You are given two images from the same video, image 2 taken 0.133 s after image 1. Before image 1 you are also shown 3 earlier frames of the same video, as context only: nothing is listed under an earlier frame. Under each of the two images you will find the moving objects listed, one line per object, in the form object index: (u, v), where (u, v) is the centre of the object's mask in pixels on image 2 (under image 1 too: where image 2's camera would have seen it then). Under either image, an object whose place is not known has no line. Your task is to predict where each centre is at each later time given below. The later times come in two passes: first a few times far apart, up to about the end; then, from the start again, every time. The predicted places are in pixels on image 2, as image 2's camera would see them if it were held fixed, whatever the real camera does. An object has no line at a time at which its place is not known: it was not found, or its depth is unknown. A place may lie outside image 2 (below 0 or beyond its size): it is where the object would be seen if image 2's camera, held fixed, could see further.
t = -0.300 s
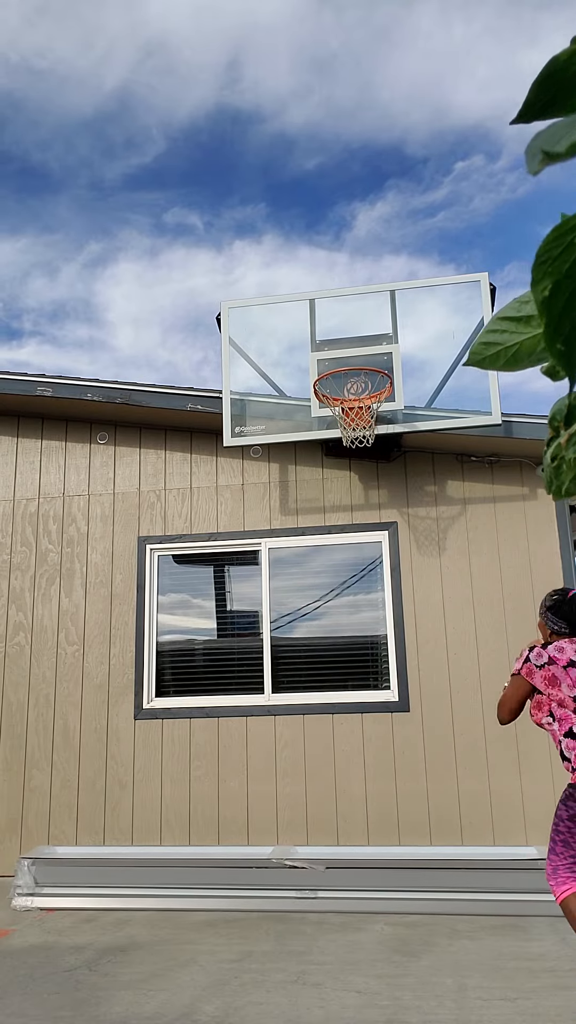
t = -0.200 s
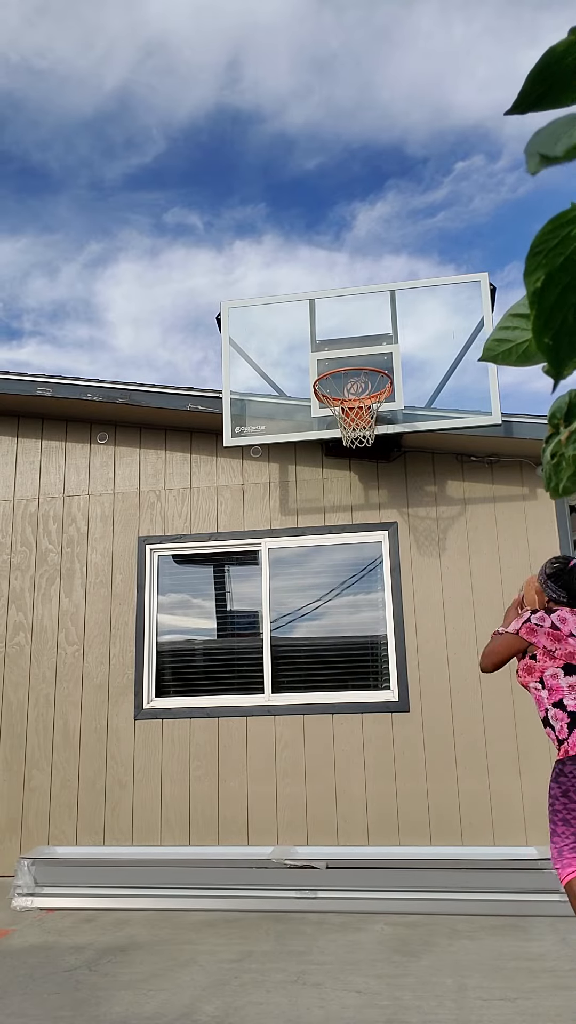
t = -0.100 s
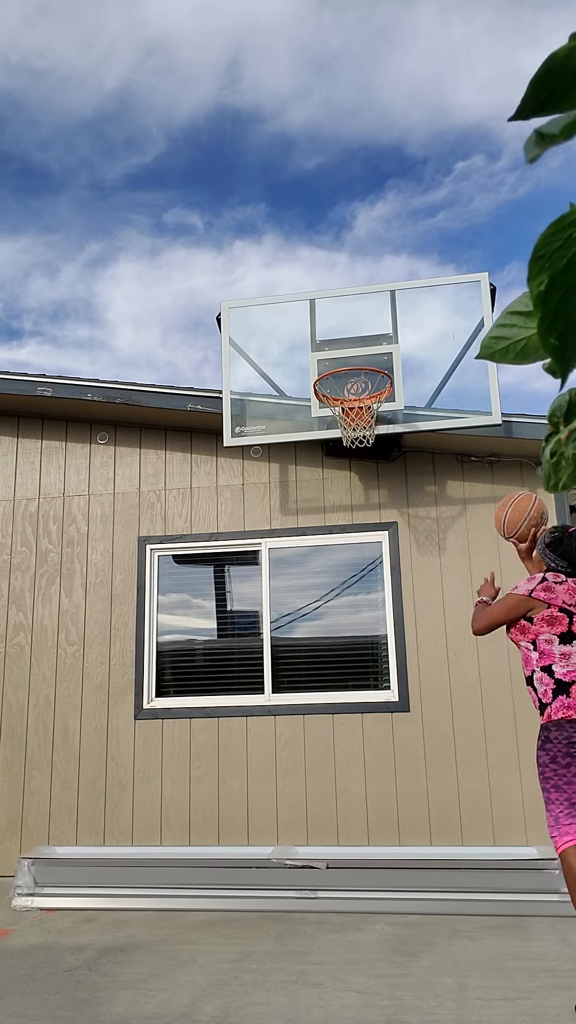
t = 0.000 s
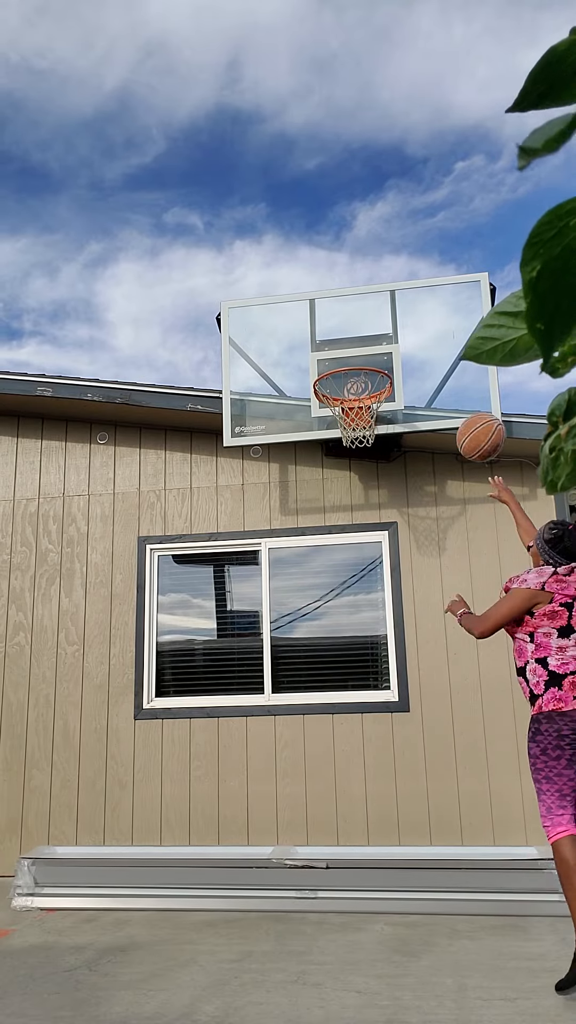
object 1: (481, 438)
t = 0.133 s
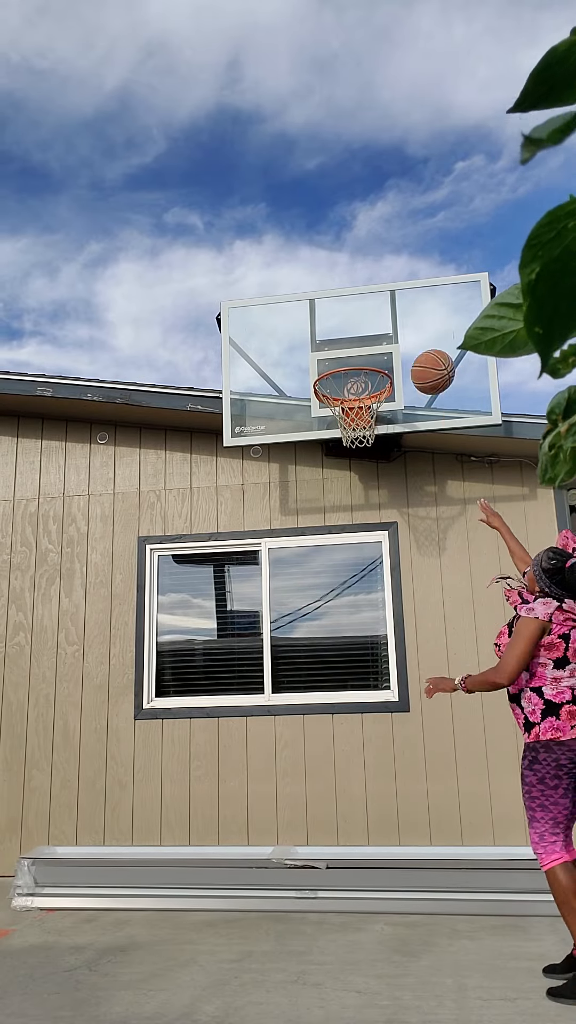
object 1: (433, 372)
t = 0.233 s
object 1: (403, 349)
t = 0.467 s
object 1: (348, 354)
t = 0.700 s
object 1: (365, 364)
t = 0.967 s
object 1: (377, 351)
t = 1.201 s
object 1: (359, 371)
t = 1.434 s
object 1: (342, 430)
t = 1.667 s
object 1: (336, 540)
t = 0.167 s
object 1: (422, 362)
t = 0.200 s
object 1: (412, 354)
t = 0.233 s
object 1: (403, 349)
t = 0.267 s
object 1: (394, 345)
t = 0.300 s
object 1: (385, 343)
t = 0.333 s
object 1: (377, 343)
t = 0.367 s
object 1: (370, 344)
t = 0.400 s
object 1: (362, 347)
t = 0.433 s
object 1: (355, 350)
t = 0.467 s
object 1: (348, 354)
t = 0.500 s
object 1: (341, 364)
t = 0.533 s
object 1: (334, 374)
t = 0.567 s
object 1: (333, 377)
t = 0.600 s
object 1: (340, 372)
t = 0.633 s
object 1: (348, 368)
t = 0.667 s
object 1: (356, 366)
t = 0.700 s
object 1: (365, 364)
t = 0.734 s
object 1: (373, 365)
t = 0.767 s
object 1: (381, 366)
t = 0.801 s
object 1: (380, 358)
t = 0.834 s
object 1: (379, 354)
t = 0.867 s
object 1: (378, 352)
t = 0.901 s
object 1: (378, 350)
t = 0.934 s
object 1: (377, 350)
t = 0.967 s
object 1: (377, 351)
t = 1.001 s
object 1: (377, 352)
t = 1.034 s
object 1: (376, 356)
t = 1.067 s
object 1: (374, 356)
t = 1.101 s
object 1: (370, 356)
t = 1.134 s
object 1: (366, 362)
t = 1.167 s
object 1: (362, 365)
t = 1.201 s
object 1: (359, 371)
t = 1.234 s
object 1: (356, 377)
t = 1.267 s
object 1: (353, 384)
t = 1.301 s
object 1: (350, 393)
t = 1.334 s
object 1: (347, 405)
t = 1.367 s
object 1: (344, 415)
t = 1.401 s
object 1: (345, 420)
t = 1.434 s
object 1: (342, 430)
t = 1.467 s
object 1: (340, 443)
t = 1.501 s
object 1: (339, 454)
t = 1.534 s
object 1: (338, 468)
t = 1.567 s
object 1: (338, 483)
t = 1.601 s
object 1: (337, 500)
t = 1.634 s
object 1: (336, 519)
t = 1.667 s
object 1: (336, 540)
